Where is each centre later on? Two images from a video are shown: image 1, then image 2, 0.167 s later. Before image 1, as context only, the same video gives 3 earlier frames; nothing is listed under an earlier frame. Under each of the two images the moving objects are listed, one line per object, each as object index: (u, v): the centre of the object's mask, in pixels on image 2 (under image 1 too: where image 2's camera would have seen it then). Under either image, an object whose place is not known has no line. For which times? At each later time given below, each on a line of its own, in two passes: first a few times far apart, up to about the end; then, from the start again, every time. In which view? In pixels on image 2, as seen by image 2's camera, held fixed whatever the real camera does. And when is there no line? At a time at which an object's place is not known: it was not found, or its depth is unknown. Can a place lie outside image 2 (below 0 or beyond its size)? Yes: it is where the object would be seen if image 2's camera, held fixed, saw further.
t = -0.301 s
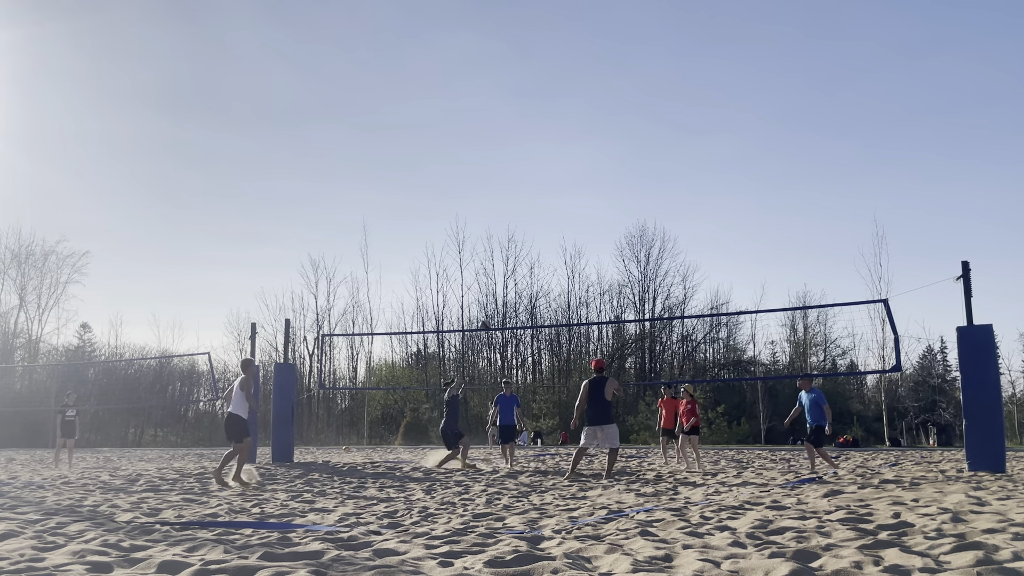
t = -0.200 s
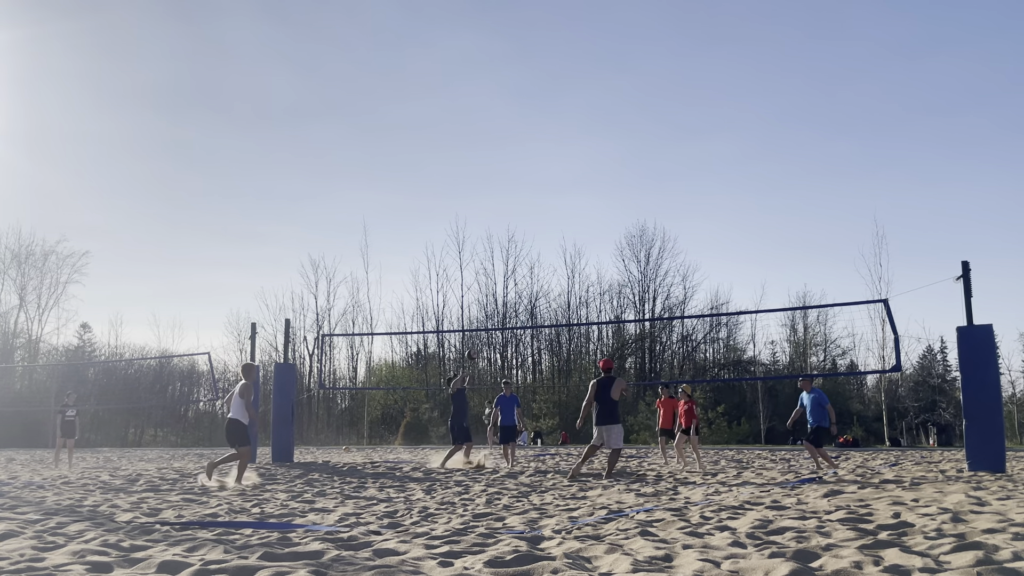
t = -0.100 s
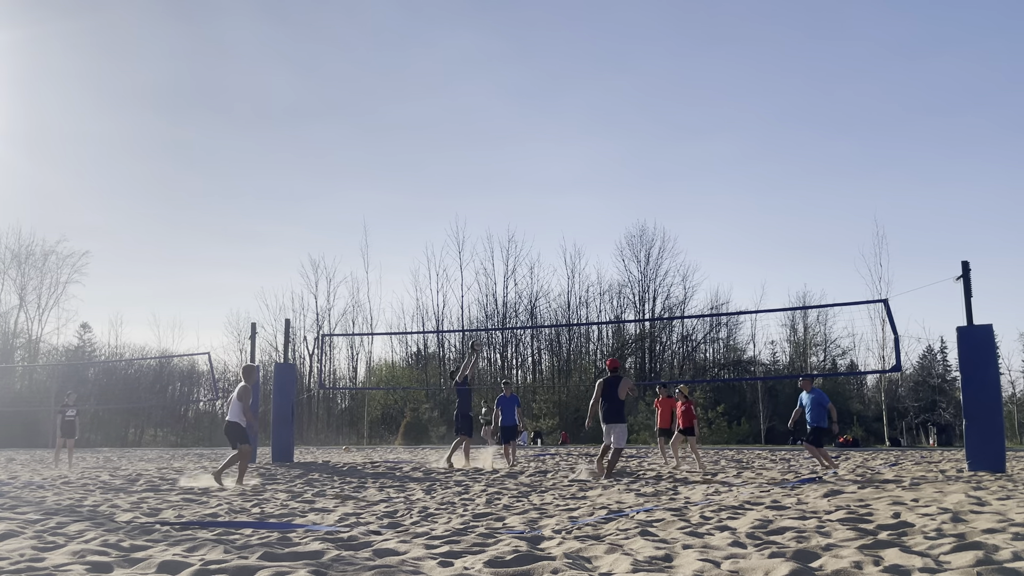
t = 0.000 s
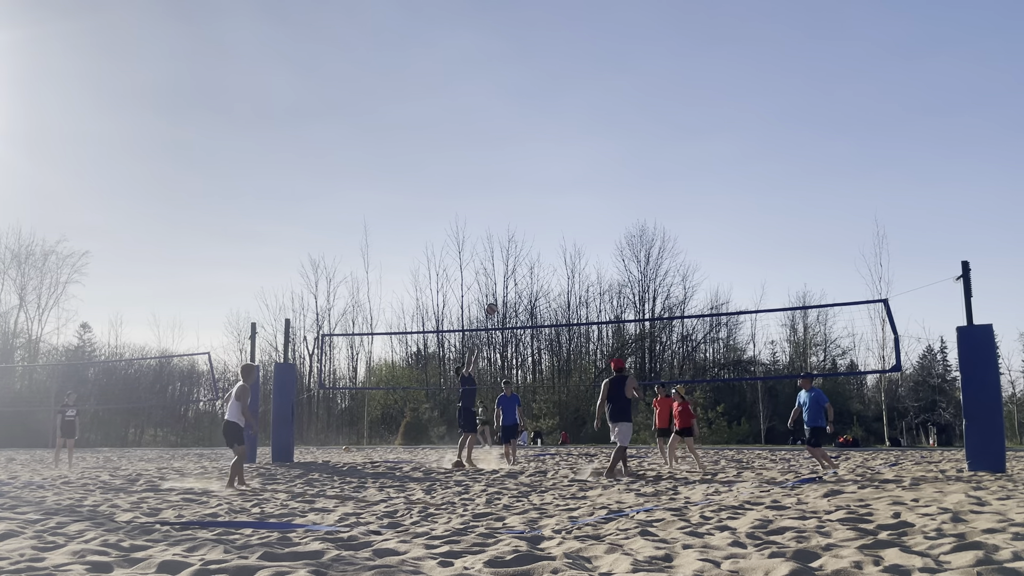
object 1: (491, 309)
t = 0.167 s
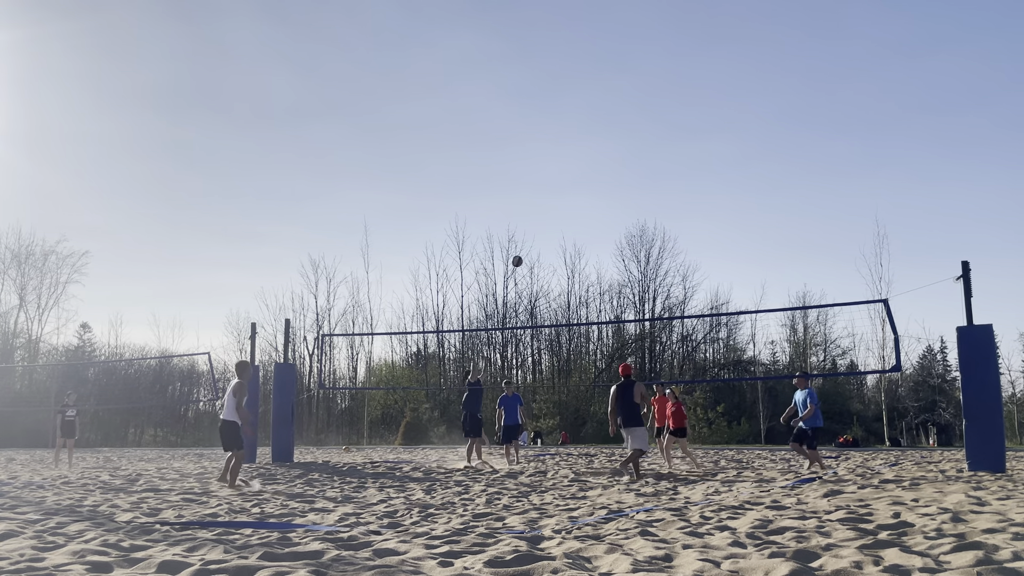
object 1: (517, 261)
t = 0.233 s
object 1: (527, 246)
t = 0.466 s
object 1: (561, 215)
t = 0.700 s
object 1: (594, 215)
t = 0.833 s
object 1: (612, 229)
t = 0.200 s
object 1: (522, 253)
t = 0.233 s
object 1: (527, 246)
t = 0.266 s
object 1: (532, 240)
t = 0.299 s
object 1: (537, 234)
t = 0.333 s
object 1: (542, 229)
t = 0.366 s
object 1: (547, 225)
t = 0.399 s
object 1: (551, 221)
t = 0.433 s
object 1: (556, 218)
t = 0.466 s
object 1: (561, 215)
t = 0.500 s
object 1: (566, 214)
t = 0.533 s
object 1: (571, 212)
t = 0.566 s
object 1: (575, 212)
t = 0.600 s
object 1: (579, 210)
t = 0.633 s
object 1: (584, 212)
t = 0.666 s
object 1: (589, 213)
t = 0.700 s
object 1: (594, 215)
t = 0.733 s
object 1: (598, 218)
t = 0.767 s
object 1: (603, 221)
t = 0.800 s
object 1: (607, 225)
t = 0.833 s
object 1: (612, 229)
